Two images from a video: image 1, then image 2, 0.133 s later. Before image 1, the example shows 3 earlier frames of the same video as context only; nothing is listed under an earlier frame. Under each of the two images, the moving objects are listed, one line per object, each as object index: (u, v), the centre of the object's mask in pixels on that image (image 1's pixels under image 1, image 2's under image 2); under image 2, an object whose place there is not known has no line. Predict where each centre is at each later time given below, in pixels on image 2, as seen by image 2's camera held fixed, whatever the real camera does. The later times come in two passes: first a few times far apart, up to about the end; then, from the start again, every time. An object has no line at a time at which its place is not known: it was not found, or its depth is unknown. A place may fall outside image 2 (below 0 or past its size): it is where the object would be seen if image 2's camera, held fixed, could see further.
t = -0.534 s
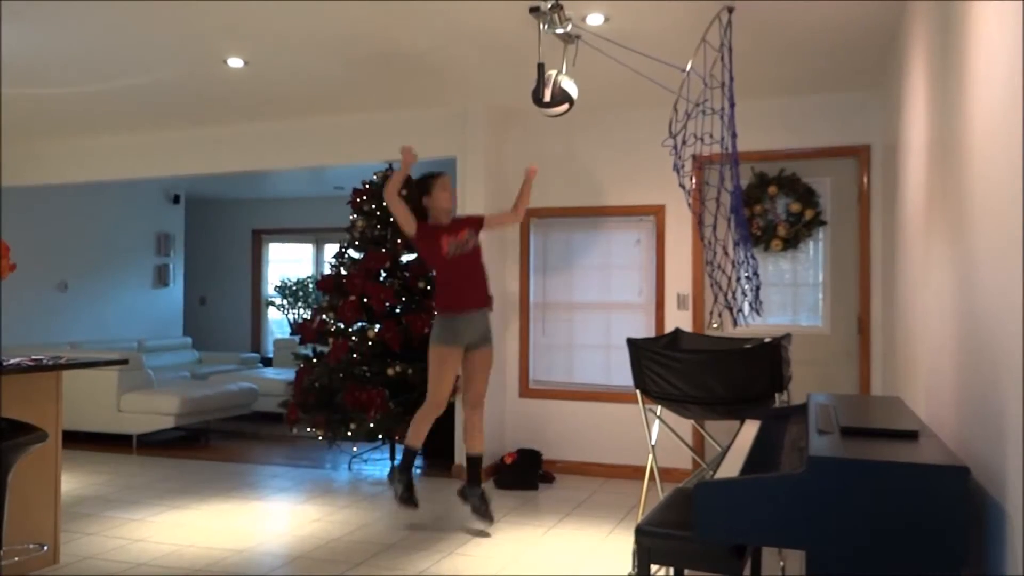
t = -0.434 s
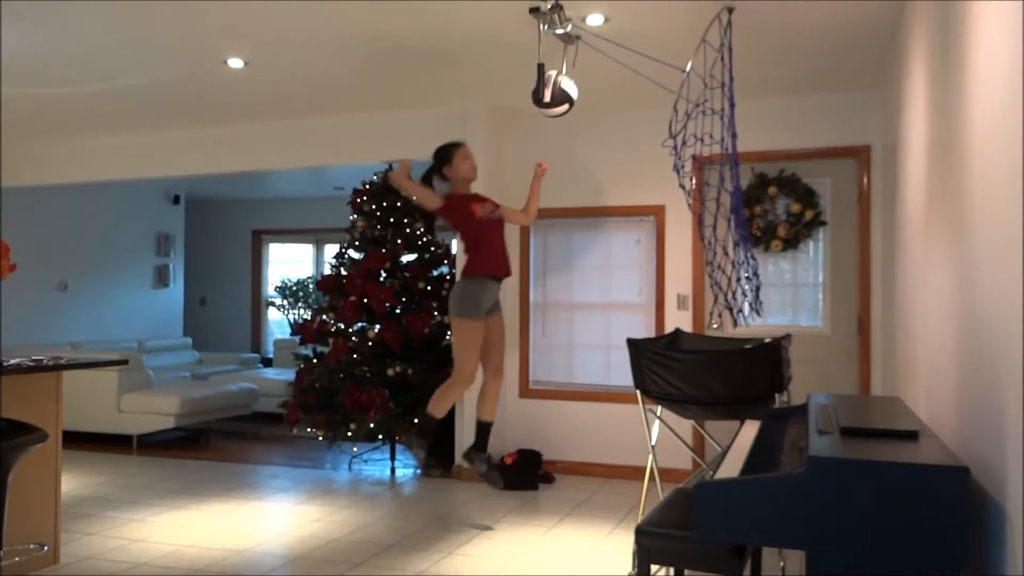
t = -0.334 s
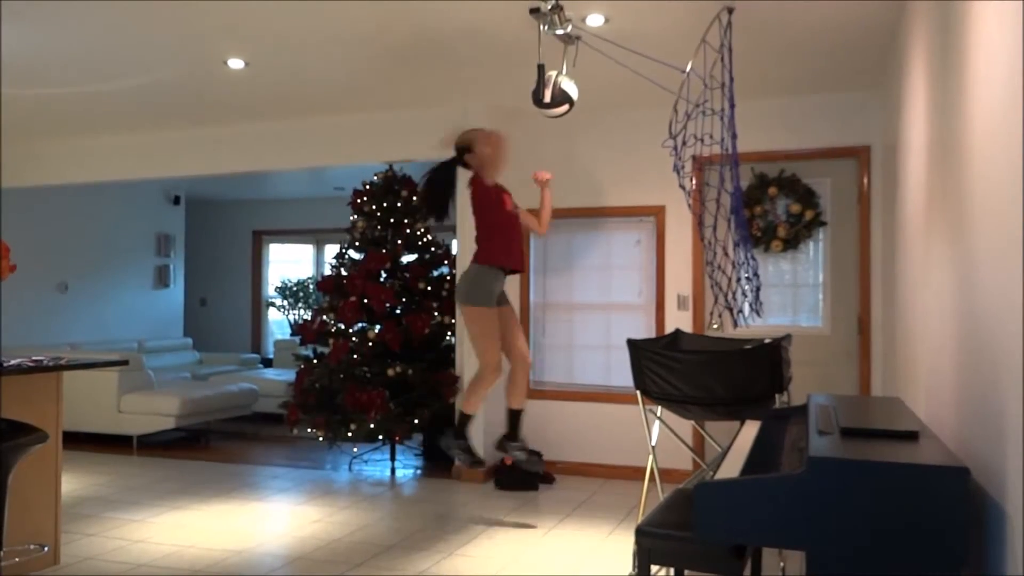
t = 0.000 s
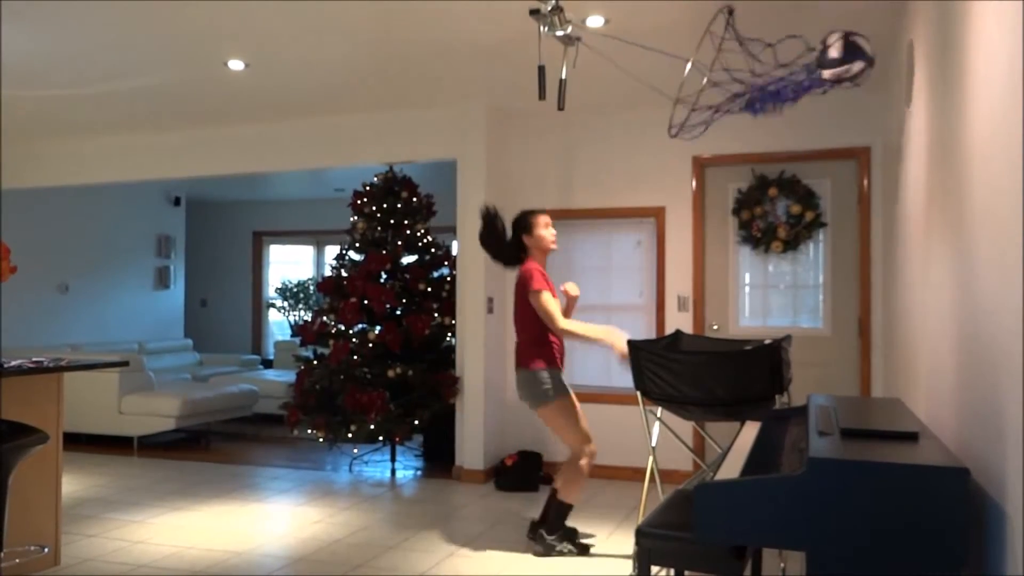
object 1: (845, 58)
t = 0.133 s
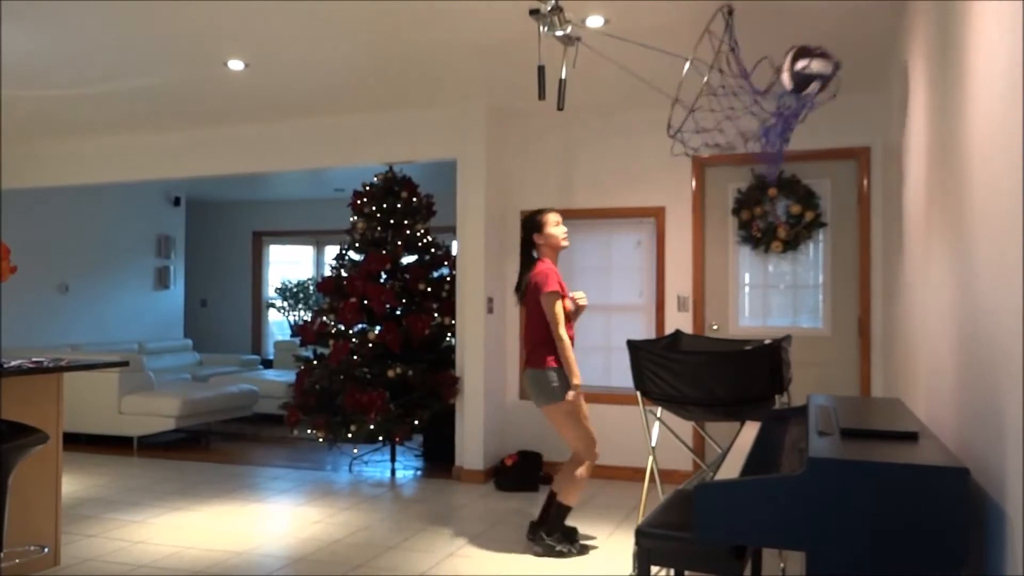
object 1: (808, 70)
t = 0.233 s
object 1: (783, 109)
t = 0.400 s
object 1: (745, 216)
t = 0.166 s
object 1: (801, 80)
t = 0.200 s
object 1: (791, 94)
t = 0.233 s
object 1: (783, 109)
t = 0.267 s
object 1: (775, 126)
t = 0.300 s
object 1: (767, 146)
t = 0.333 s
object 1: (756, 169)
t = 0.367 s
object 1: (749, 192)
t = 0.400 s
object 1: (745, 216)
